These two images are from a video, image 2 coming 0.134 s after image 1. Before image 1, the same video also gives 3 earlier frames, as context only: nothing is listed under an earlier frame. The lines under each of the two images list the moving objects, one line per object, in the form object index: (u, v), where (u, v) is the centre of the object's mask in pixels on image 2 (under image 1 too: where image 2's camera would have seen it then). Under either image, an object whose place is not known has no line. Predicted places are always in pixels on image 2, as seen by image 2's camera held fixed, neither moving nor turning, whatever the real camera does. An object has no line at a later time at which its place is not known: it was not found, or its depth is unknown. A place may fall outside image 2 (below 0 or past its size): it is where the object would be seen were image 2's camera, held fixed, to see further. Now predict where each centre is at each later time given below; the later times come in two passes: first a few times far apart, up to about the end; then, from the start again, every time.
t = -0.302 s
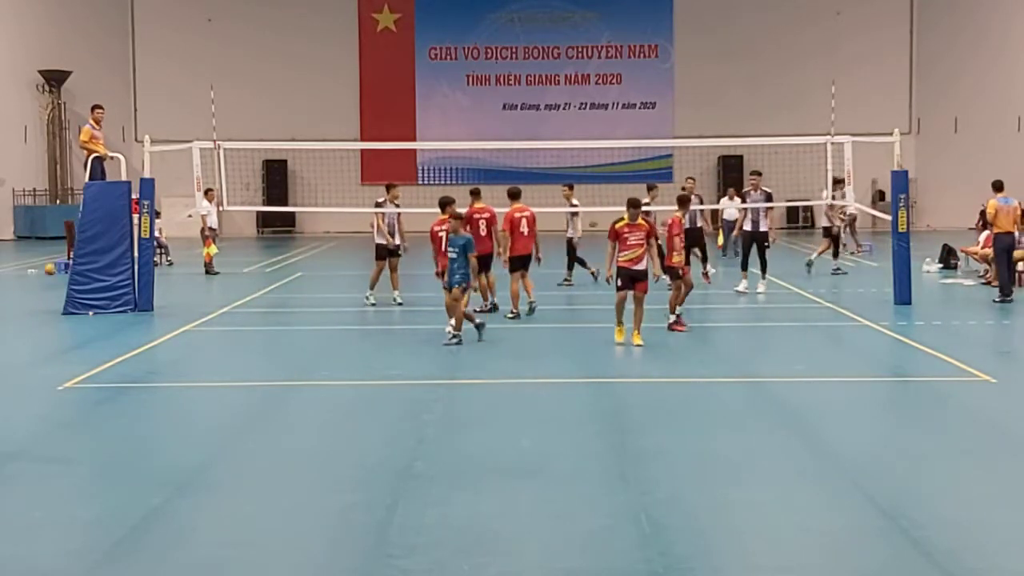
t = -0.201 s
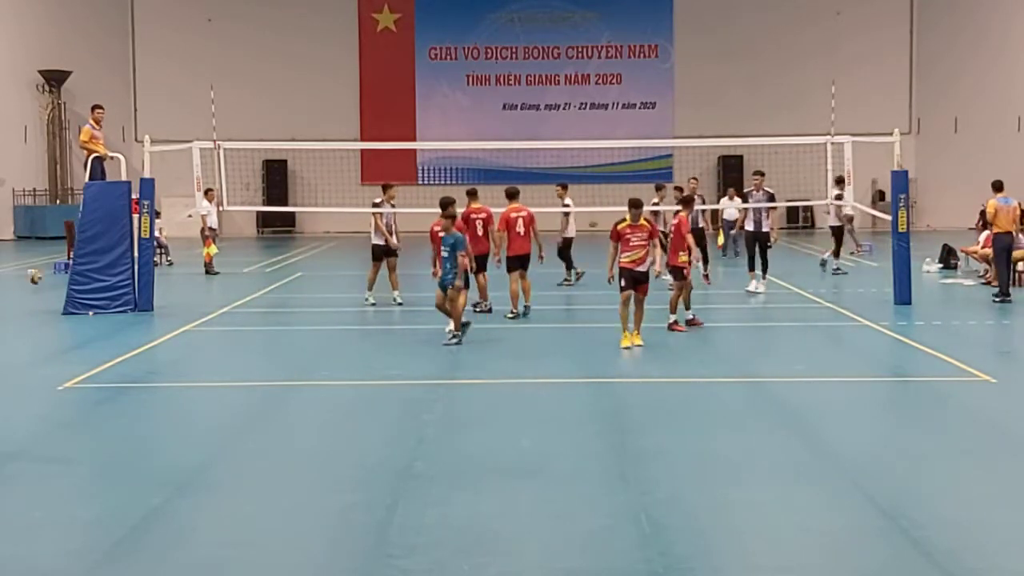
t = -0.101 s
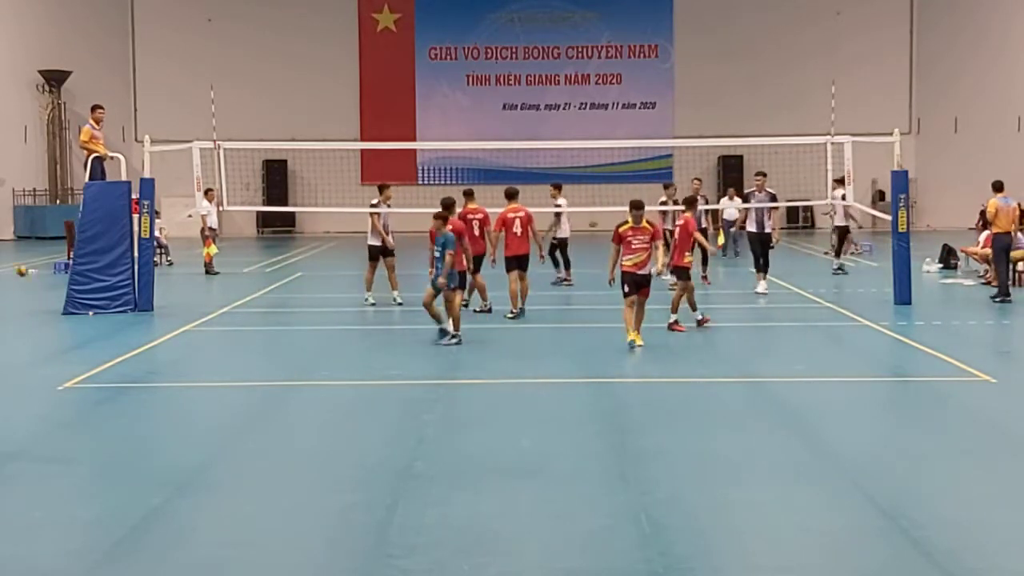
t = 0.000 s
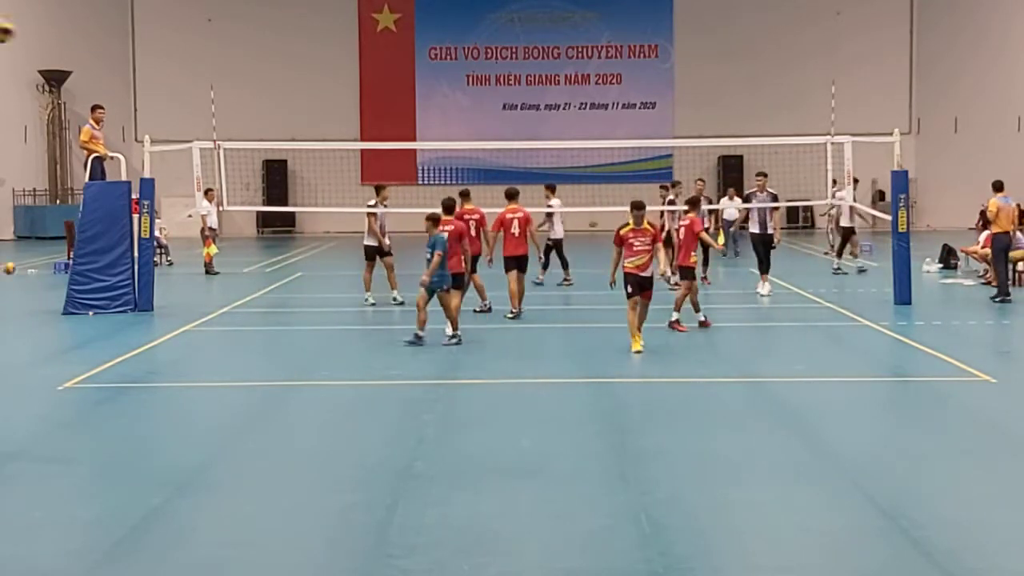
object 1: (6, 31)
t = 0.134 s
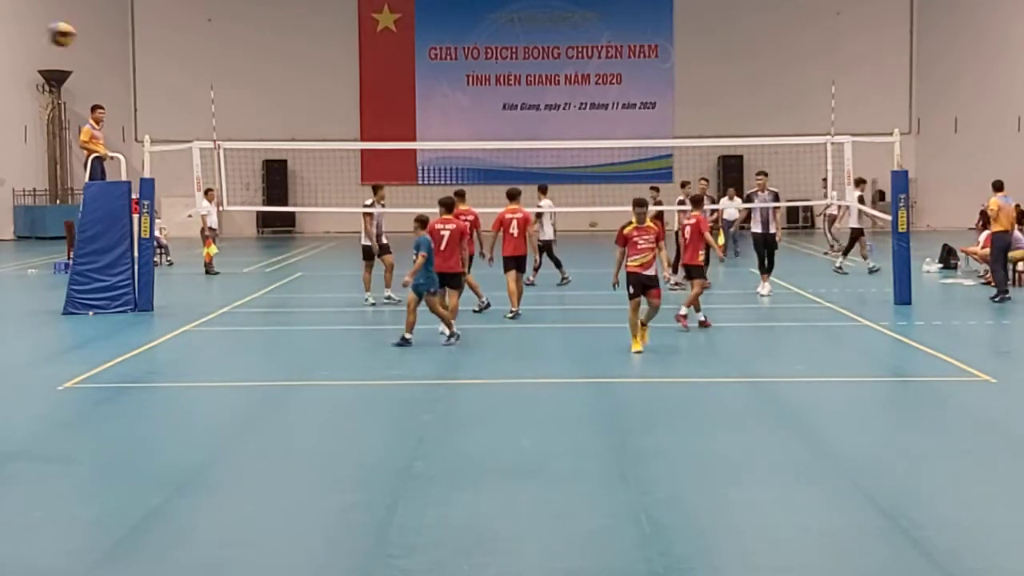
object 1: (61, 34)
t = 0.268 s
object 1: (119, 58)
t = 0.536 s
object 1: (227, 158)
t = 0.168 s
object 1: (75, 38)
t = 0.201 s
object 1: (91, 44)
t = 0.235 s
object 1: (105, 49)
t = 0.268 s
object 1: (119, 58)
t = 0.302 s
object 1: (133, 66)
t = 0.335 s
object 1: (148, 77)
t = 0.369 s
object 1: (161, 87)
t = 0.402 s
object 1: (174, 99)
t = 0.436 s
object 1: (189, 115)
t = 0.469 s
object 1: (200, 128)
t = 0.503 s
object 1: (213, 142)
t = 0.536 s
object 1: (227, 158)
